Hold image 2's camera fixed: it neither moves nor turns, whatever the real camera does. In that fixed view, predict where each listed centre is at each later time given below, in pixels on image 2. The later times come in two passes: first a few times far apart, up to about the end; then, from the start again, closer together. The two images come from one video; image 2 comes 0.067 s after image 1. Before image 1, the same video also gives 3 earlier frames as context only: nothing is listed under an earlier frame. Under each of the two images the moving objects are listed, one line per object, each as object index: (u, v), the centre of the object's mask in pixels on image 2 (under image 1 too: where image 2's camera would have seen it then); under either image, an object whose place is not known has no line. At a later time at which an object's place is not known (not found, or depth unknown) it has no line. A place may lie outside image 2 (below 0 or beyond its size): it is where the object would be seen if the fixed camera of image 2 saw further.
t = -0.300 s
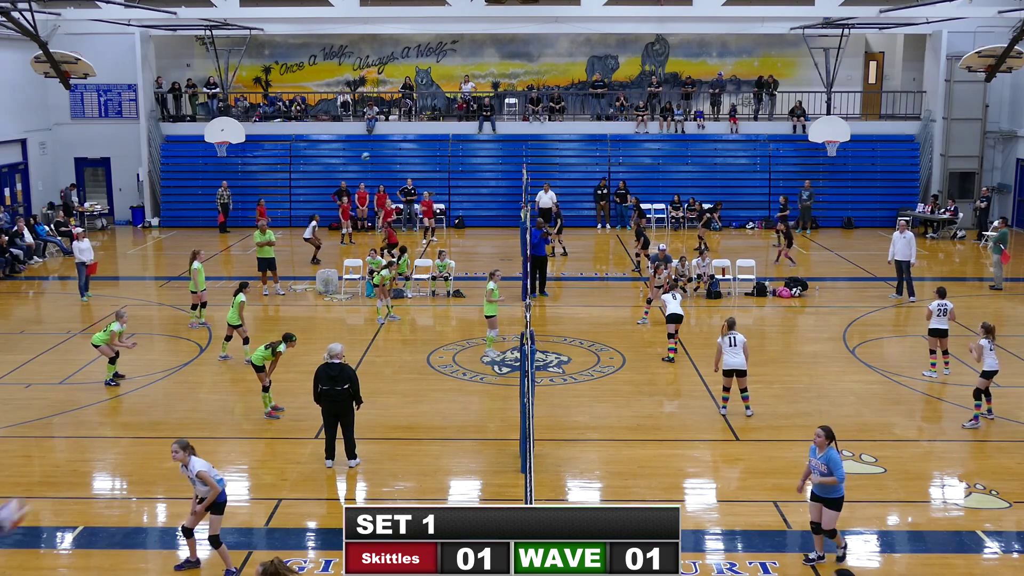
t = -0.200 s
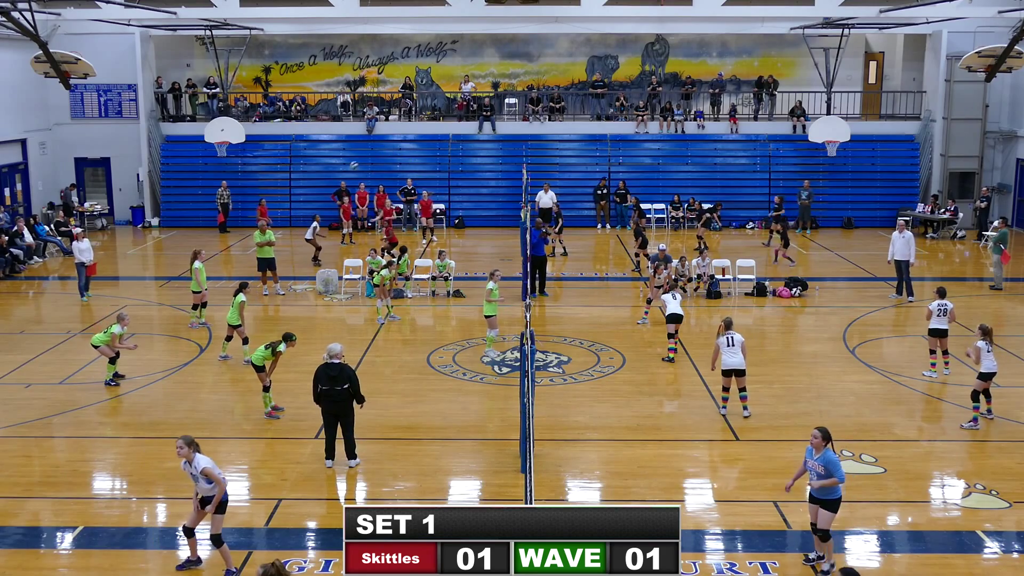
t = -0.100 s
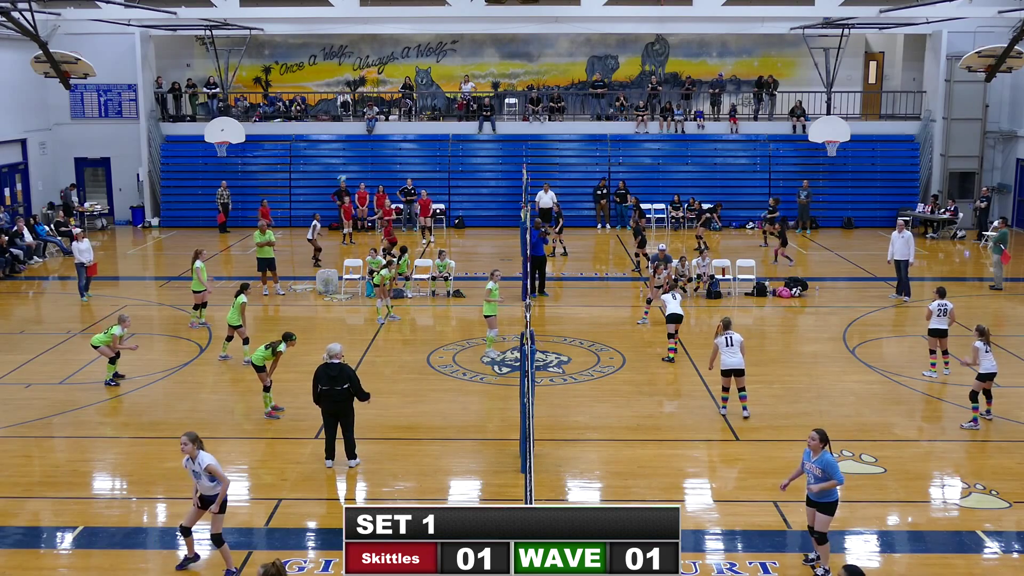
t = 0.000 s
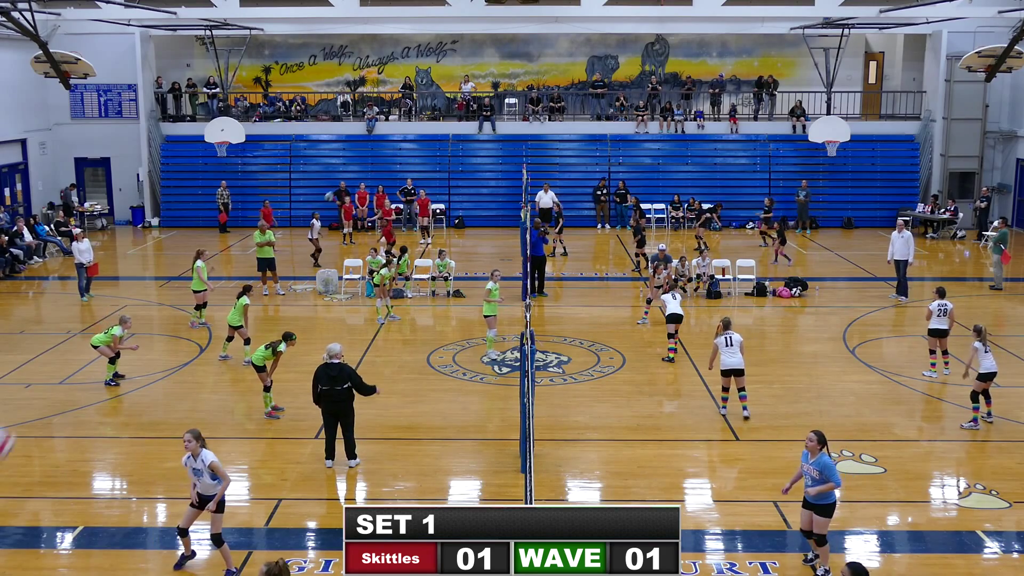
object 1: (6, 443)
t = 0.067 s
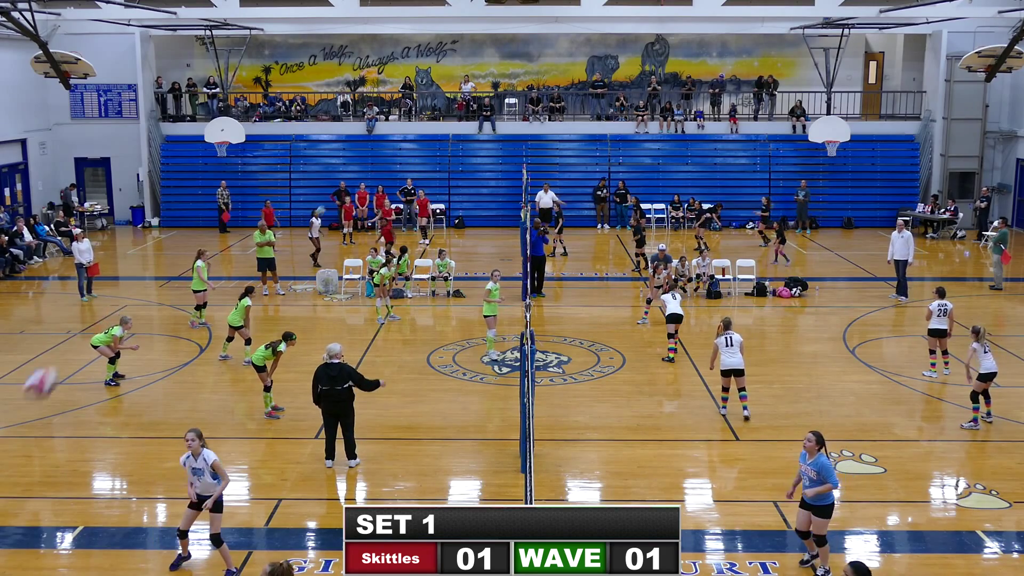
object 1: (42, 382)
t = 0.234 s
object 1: (153, 251)
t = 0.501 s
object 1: (332, 121)
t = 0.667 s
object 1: (443, 88)
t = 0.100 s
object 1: (63, 354)
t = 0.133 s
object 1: (84, 326)
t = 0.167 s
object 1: (107, 300)
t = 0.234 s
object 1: (153, 251)
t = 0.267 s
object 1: (175, 230)
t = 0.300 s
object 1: (196, 210)
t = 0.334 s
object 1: (218, 191)
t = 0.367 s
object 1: (240, 175)
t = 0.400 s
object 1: (264, 159)
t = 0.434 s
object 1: (286, 145)
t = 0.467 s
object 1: (310, 133)
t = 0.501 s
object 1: (332, 121)
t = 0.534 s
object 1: (354, 111)
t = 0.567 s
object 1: (376, 104)
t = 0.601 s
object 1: (400, 97)
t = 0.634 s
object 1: (423, 92)
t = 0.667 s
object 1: (443, 88)
